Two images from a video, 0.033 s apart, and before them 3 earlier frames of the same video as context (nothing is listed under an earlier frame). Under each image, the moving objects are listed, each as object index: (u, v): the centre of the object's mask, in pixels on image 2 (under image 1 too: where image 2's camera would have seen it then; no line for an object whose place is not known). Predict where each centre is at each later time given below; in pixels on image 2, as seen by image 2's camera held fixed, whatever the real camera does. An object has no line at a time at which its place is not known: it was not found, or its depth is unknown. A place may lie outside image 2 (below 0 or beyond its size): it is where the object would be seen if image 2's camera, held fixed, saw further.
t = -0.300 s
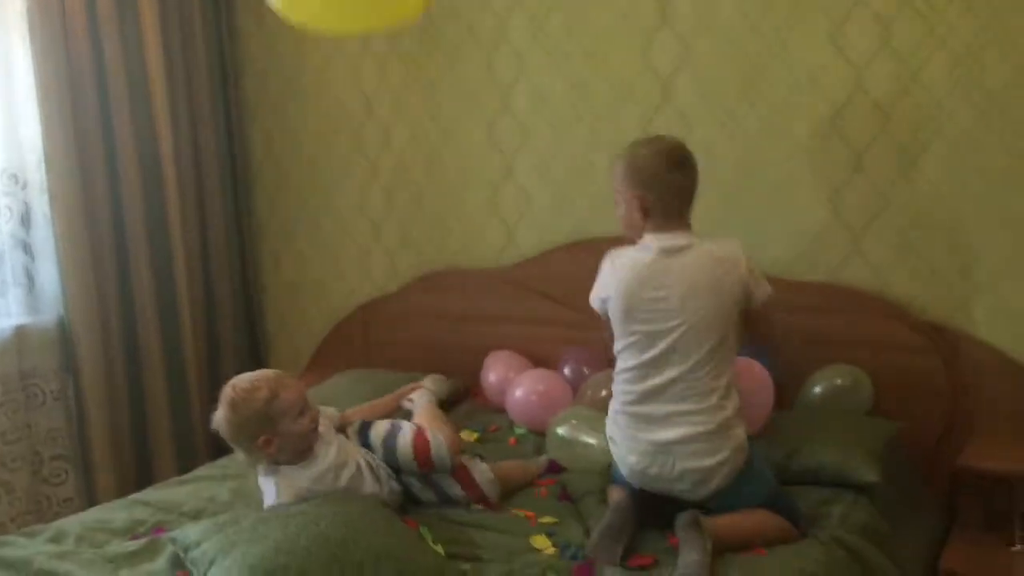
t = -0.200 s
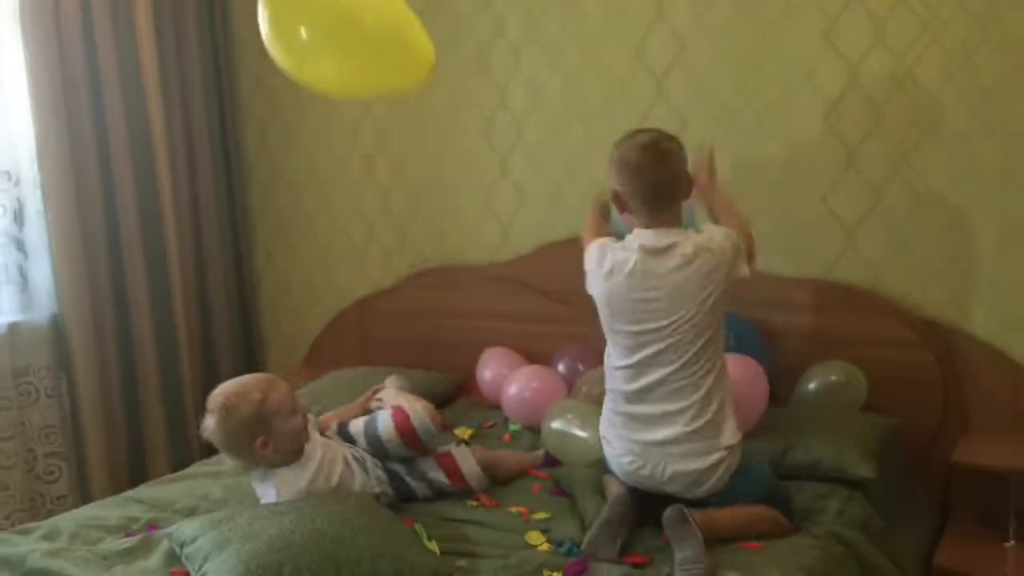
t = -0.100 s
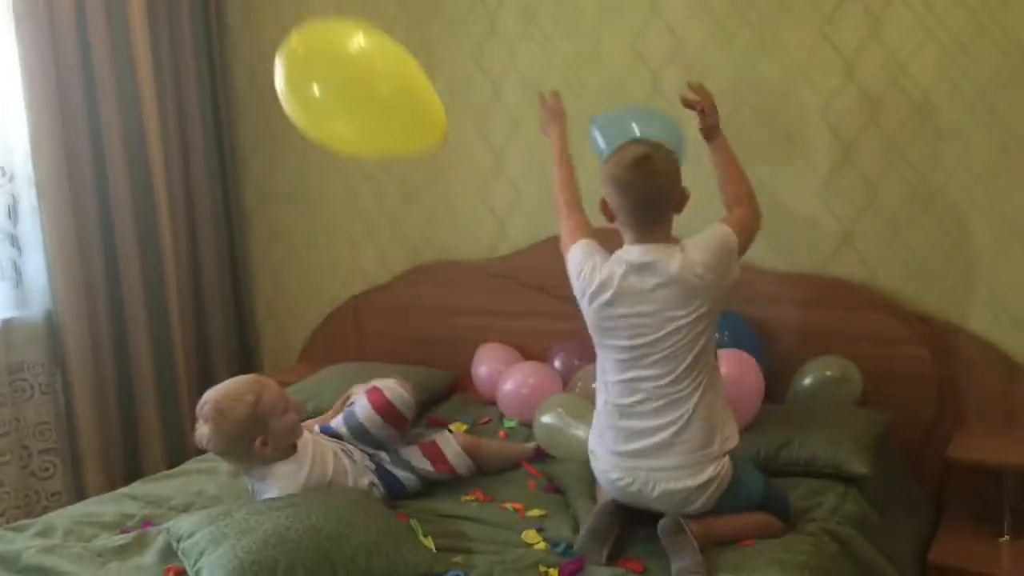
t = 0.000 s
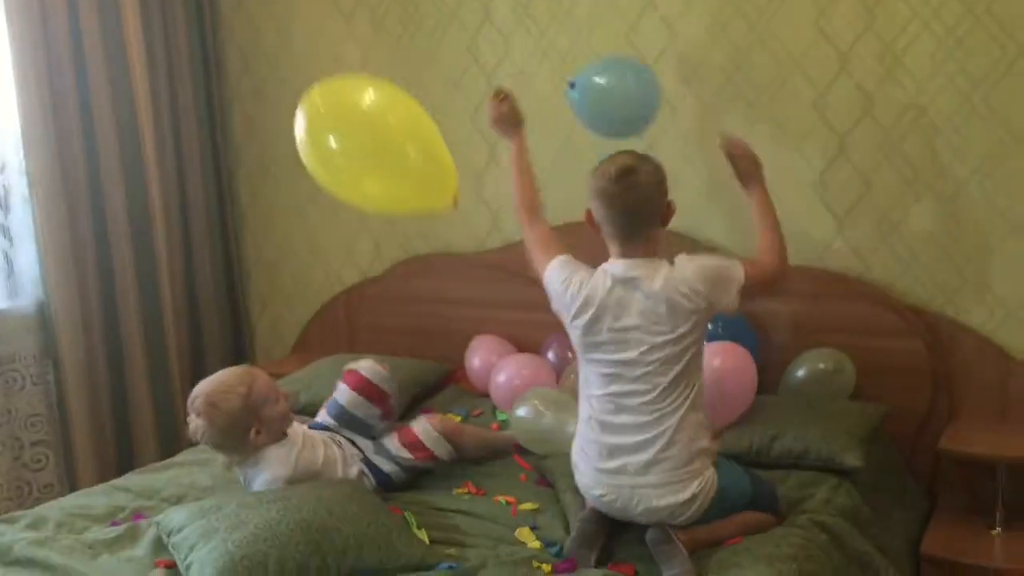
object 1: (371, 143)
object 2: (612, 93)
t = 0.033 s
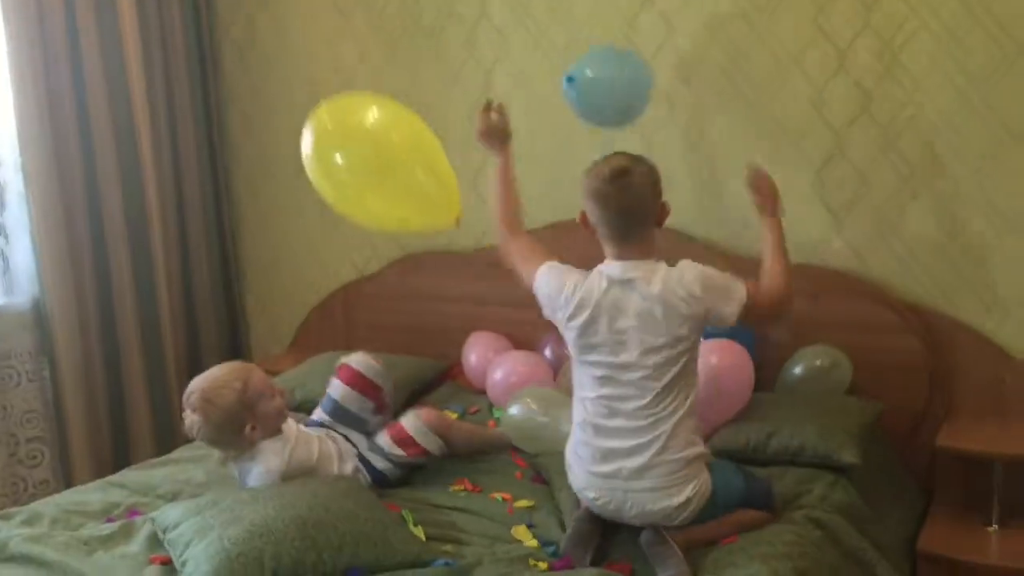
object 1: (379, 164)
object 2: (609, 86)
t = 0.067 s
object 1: (389, 186)
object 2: (605, 82)
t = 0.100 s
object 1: (398, 207)
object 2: (600, 79)
